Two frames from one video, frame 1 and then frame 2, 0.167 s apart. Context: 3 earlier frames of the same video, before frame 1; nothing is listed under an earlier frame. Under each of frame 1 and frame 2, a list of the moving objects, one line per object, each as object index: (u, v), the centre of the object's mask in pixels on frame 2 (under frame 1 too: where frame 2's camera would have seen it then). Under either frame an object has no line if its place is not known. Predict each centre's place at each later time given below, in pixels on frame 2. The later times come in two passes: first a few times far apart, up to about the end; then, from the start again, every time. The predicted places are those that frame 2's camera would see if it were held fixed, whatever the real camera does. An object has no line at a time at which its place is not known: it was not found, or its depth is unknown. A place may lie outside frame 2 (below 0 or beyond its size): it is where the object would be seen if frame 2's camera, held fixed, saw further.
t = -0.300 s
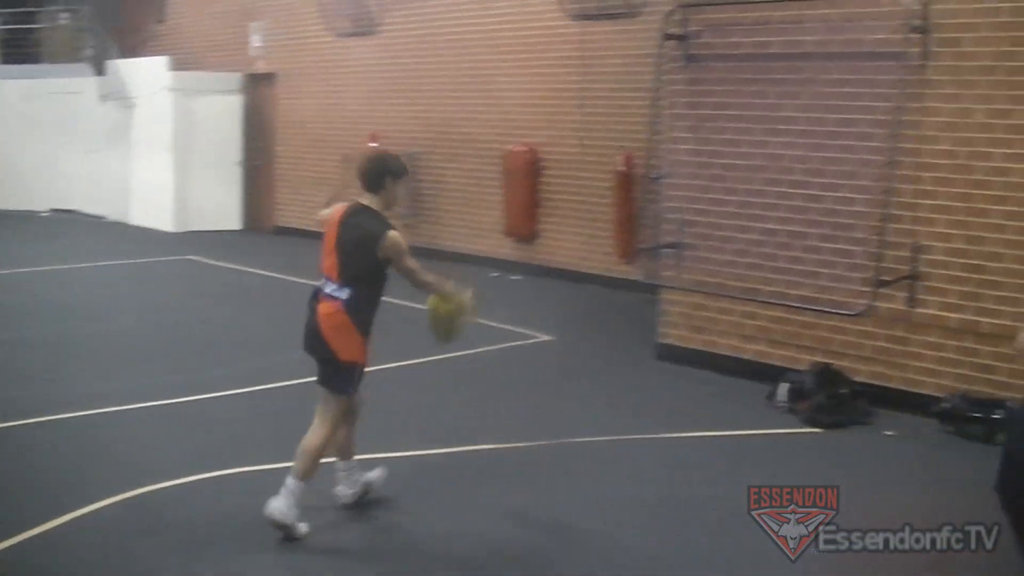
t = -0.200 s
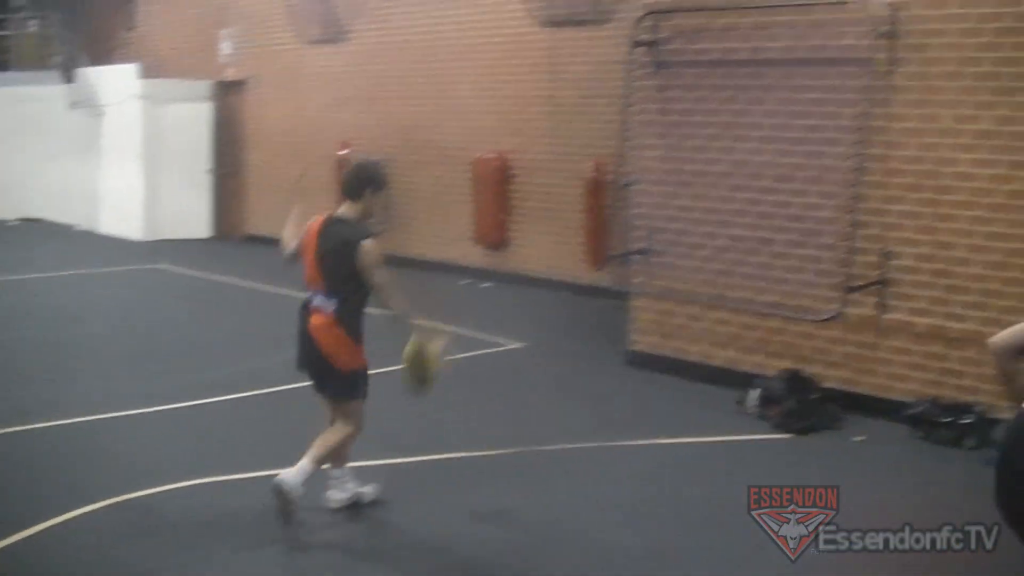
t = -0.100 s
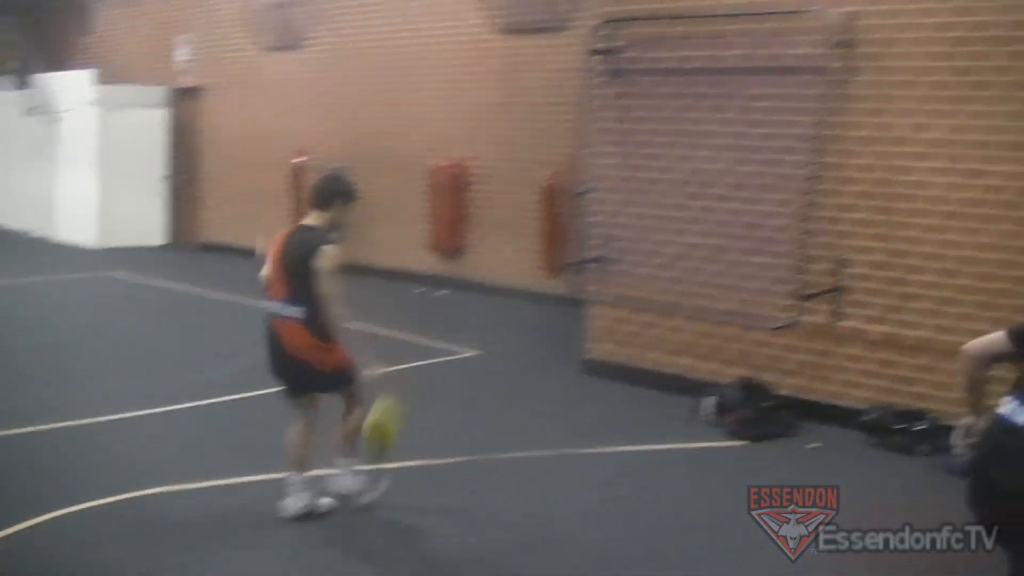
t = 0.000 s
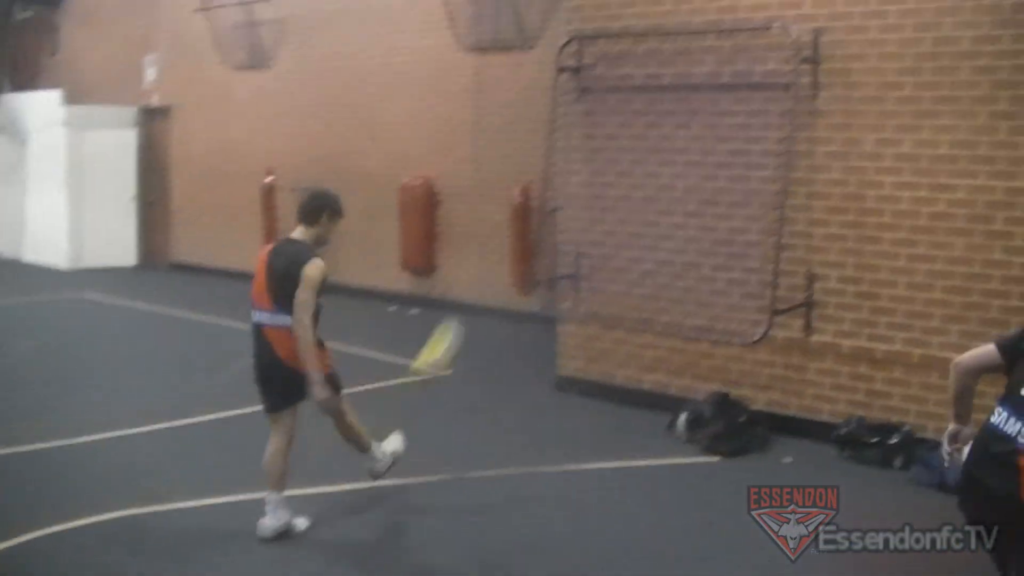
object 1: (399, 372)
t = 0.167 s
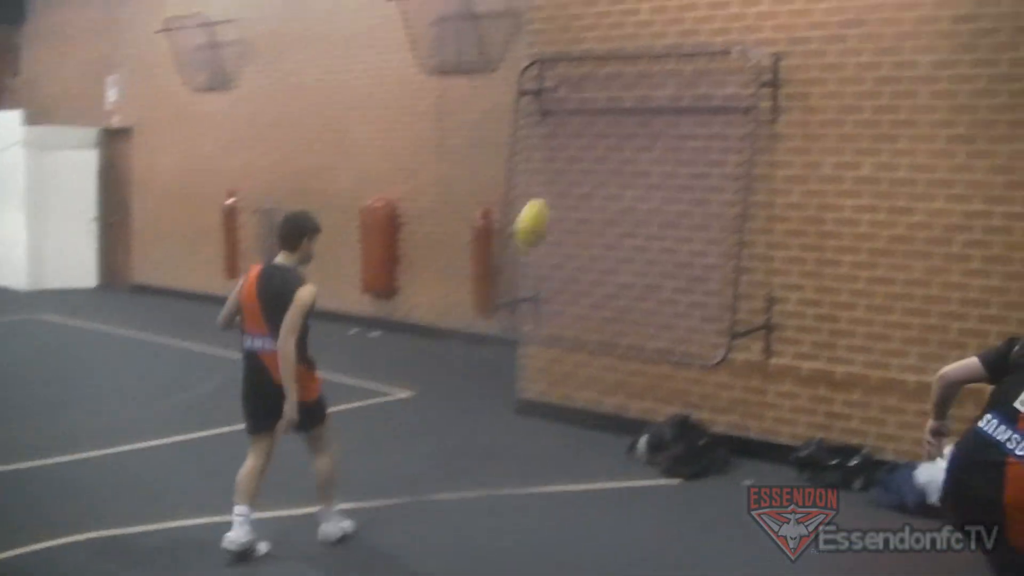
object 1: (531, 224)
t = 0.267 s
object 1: (597, 168)
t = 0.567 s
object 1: (514, 59)
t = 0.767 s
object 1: (390, 44)
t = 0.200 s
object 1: (554, 203)
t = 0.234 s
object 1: (577, 183)
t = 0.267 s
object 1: (597, 168)
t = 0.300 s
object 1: (614, 157)
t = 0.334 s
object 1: (623, 147)
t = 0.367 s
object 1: (615, 132)
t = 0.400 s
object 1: (601, 116)
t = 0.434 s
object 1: (583, 100)
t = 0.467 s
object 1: (566, 88)
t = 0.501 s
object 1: (552, 77)
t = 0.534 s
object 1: (532, 68)
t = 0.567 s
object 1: (514, 59)
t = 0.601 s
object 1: (497, 51)
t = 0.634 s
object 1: (477, 47)
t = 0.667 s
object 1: (454, 44)
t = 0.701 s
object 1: (434, 41)
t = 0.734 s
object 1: (414, 42)
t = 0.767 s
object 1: (390, 44)
